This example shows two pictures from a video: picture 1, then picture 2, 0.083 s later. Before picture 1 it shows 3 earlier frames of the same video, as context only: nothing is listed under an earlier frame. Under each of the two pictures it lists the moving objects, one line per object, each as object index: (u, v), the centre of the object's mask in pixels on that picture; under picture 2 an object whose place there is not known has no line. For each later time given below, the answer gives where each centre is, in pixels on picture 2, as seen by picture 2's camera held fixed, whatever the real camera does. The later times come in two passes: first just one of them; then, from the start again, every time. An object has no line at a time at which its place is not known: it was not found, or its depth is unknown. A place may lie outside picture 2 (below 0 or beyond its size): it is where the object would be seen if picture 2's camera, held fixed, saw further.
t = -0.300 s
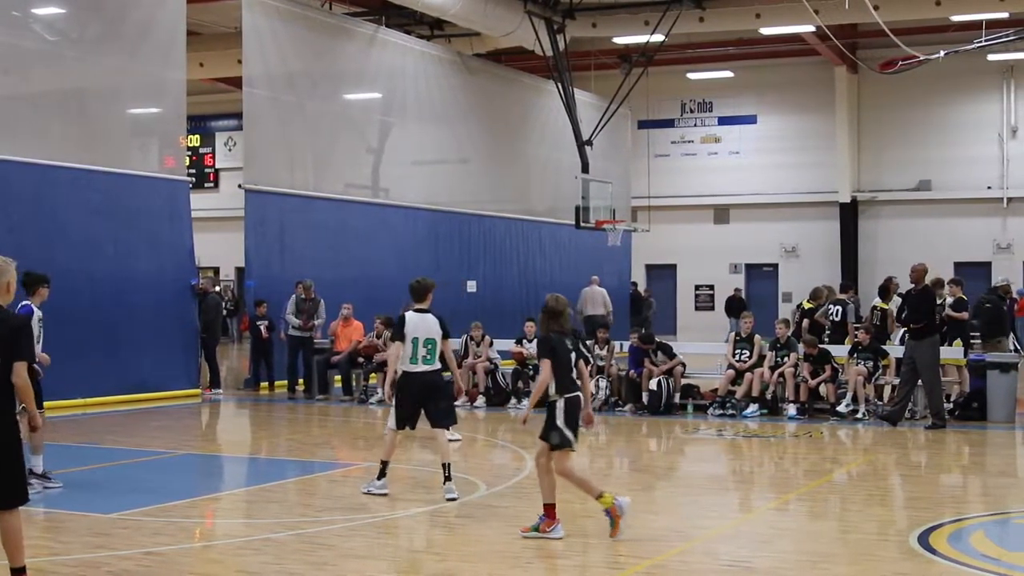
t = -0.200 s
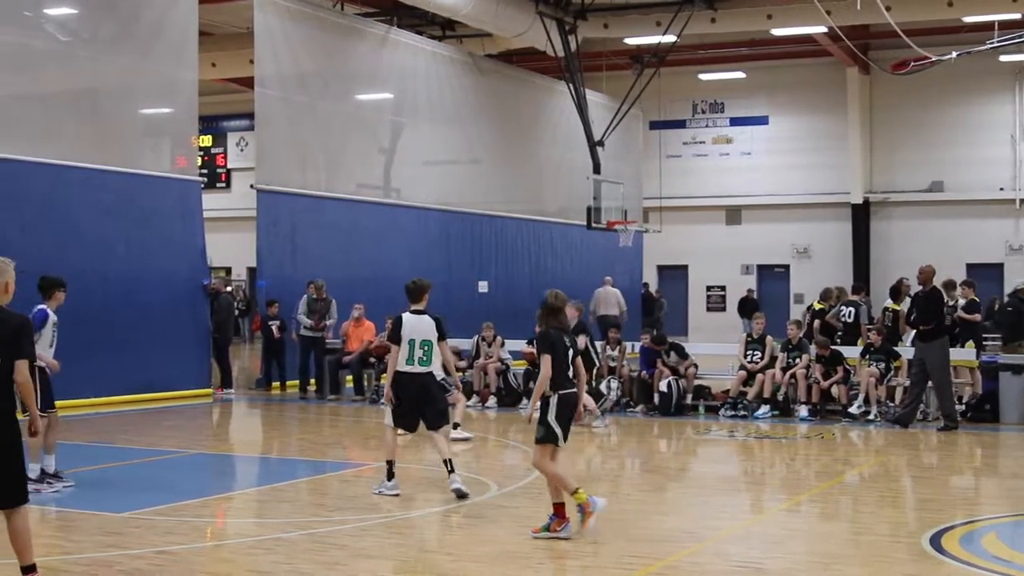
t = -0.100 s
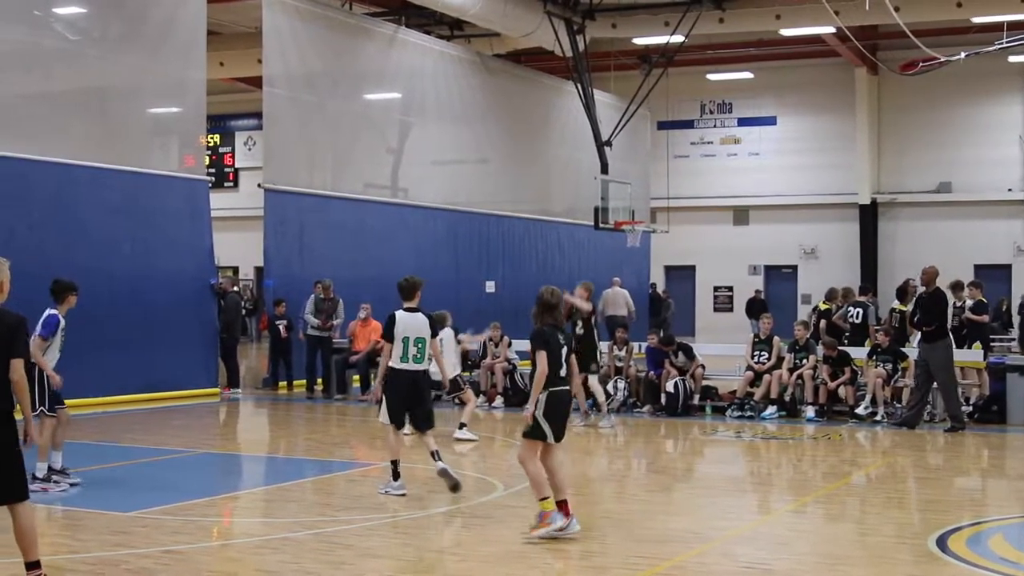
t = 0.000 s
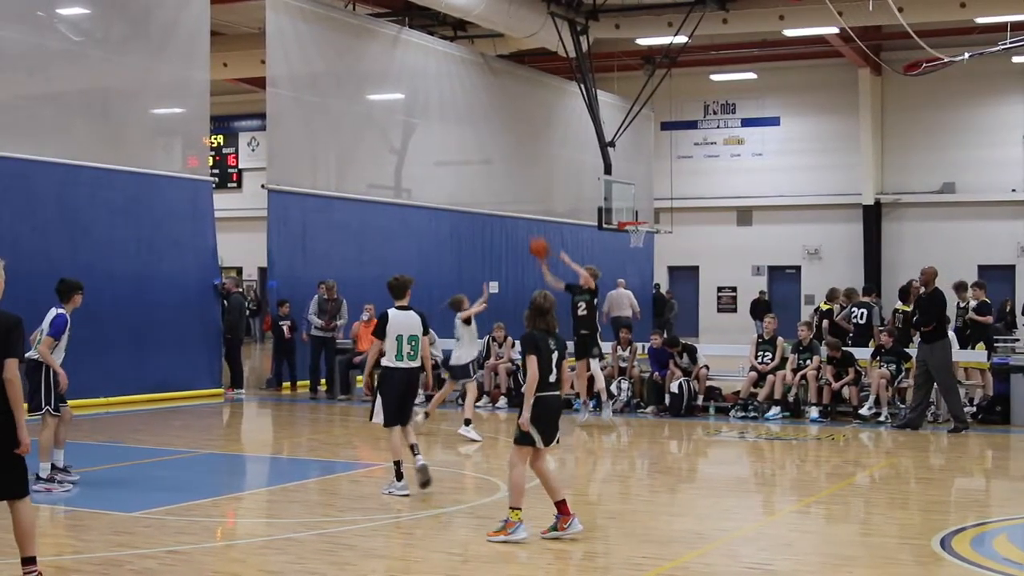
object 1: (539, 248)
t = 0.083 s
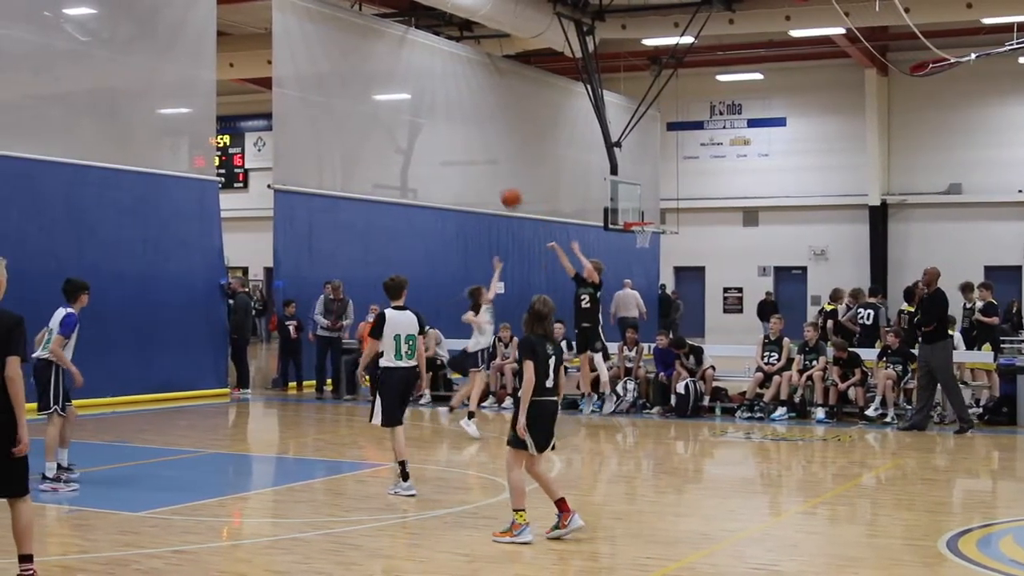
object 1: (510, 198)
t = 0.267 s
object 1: (438, 107)
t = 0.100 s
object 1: (504, 188)
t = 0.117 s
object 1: (498, 179)
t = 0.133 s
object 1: (491, 170)
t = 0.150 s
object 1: (484, 162)
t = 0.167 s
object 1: (478, 153)
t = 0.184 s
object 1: (472, 145)
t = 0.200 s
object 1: (465, 137)
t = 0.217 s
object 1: (458, 129)
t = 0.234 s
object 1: (451, 121)
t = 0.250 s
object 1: (445, 114)
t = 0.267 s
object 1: (438, 107)
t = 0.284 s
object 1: (431, 99)
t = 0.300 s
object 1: (425, 93)
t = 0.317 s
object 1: (417, 86)
